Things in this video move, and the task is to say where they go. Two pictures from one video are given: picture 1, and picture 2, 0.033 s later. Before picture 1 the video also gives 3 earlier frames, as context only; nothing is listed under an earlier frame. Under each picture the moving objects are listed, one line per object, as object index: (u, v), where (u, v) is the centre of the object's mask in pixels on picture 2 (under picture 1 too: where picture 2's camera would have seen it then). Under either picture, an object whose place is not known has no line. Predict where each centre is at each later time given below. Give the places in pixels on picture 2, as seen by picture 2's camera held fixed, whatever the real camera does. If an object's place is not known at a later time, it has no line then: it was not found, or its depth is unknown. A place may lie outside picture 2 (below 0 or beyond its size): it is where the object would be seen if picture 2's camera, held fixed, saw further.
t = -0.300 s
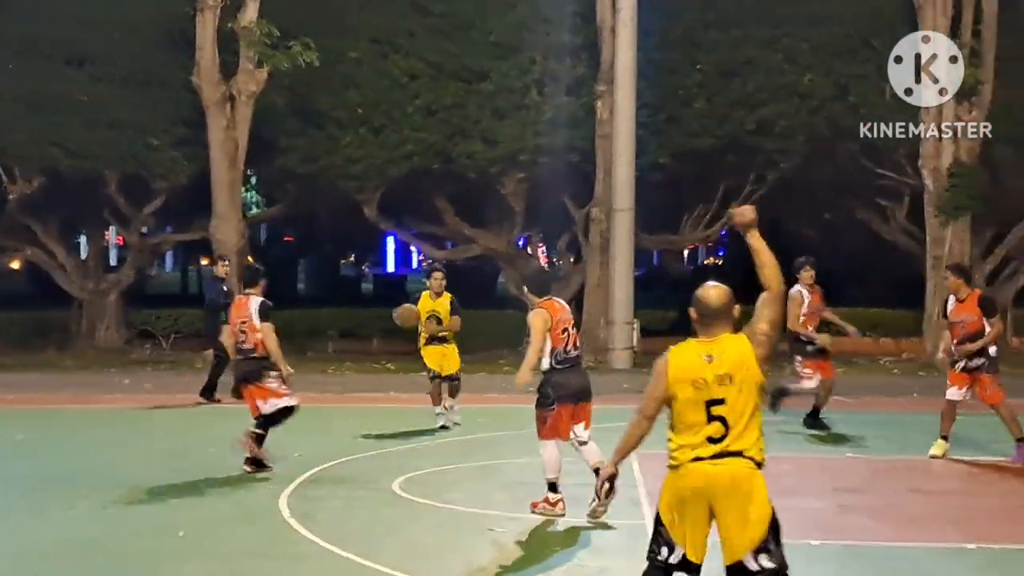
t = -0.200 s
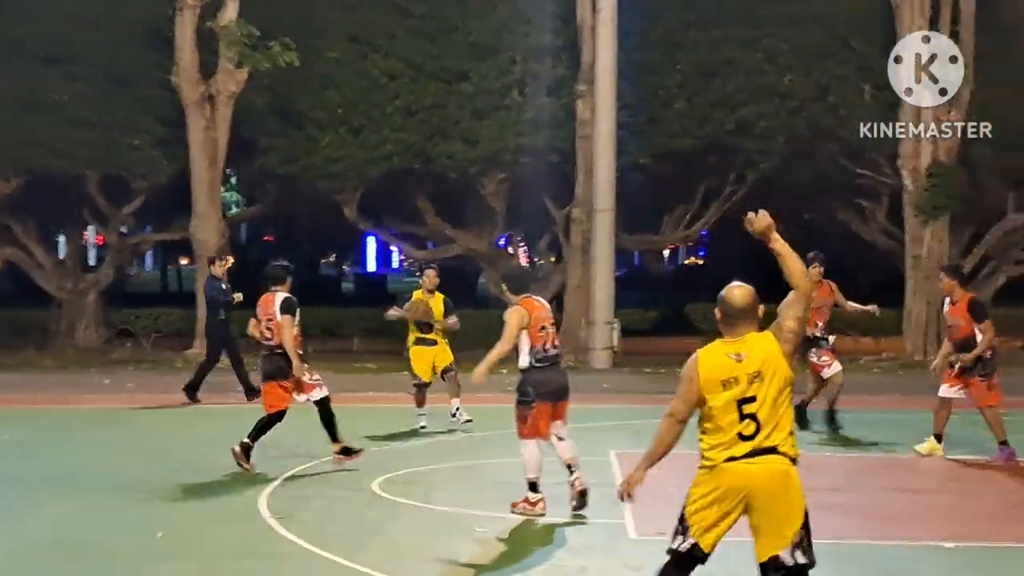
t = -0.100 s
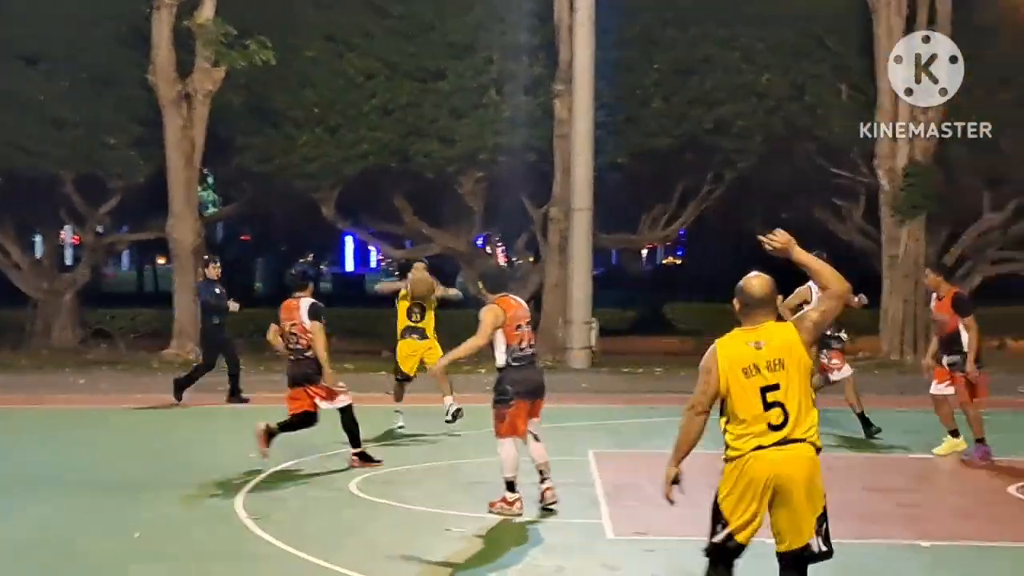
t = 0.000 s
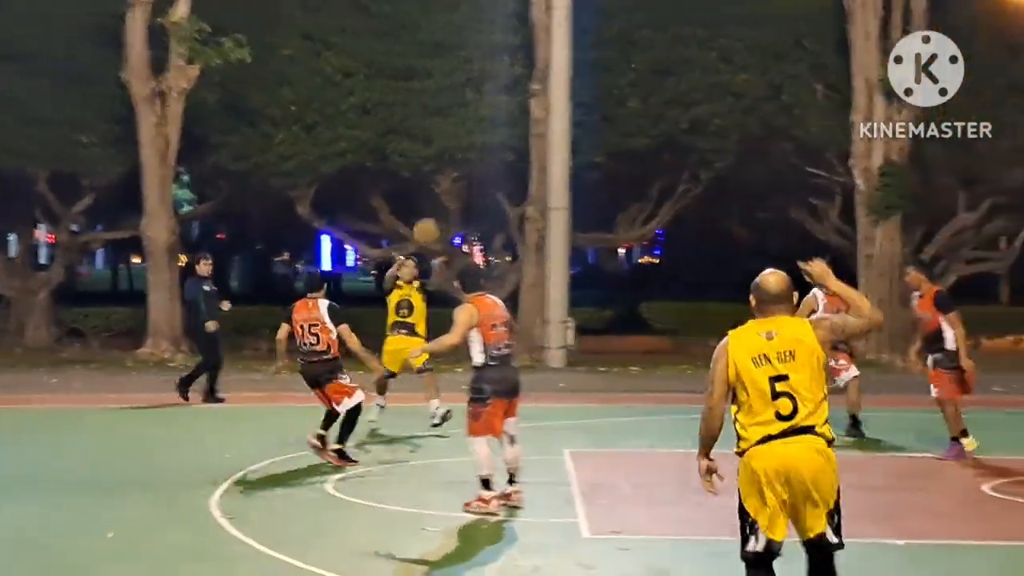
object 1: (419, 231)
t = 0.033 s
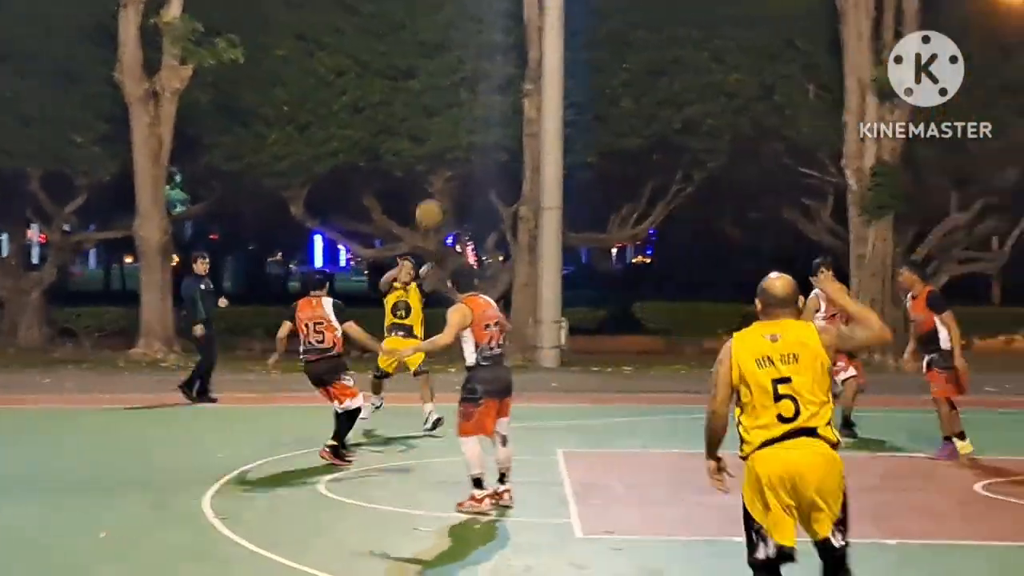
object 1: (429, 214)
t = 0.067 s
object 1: (438, 197)
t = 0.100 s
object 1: (449, 179)
